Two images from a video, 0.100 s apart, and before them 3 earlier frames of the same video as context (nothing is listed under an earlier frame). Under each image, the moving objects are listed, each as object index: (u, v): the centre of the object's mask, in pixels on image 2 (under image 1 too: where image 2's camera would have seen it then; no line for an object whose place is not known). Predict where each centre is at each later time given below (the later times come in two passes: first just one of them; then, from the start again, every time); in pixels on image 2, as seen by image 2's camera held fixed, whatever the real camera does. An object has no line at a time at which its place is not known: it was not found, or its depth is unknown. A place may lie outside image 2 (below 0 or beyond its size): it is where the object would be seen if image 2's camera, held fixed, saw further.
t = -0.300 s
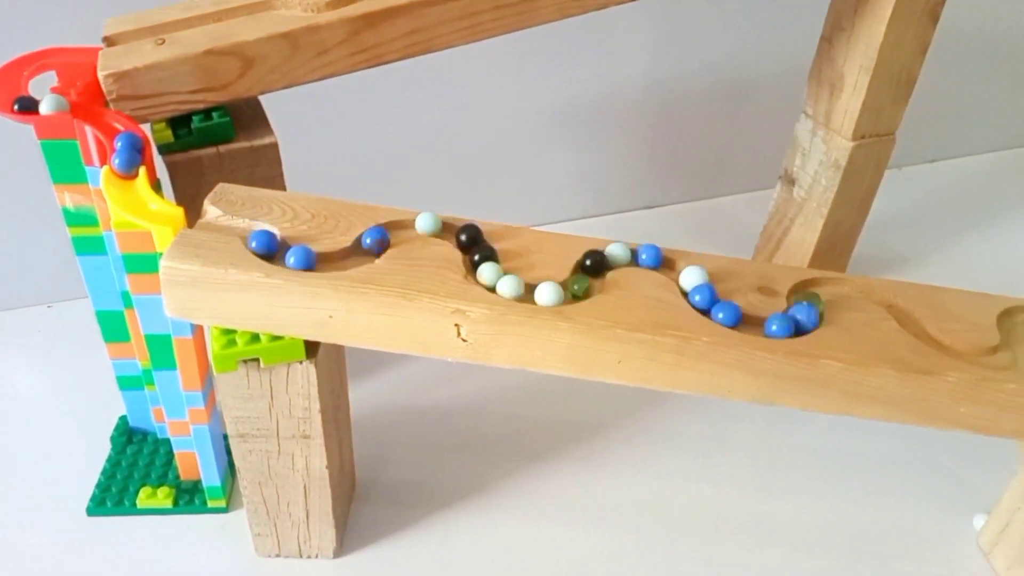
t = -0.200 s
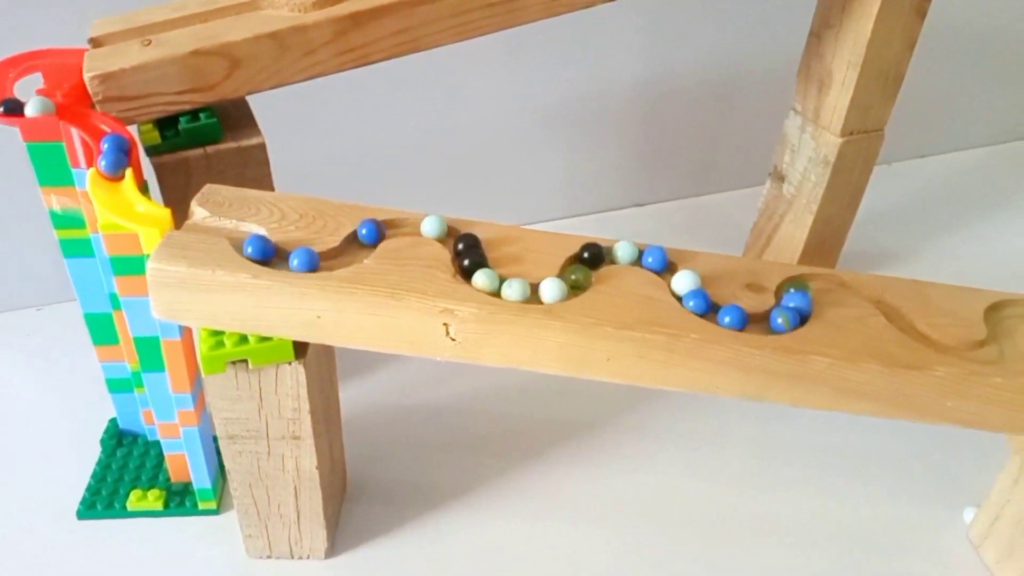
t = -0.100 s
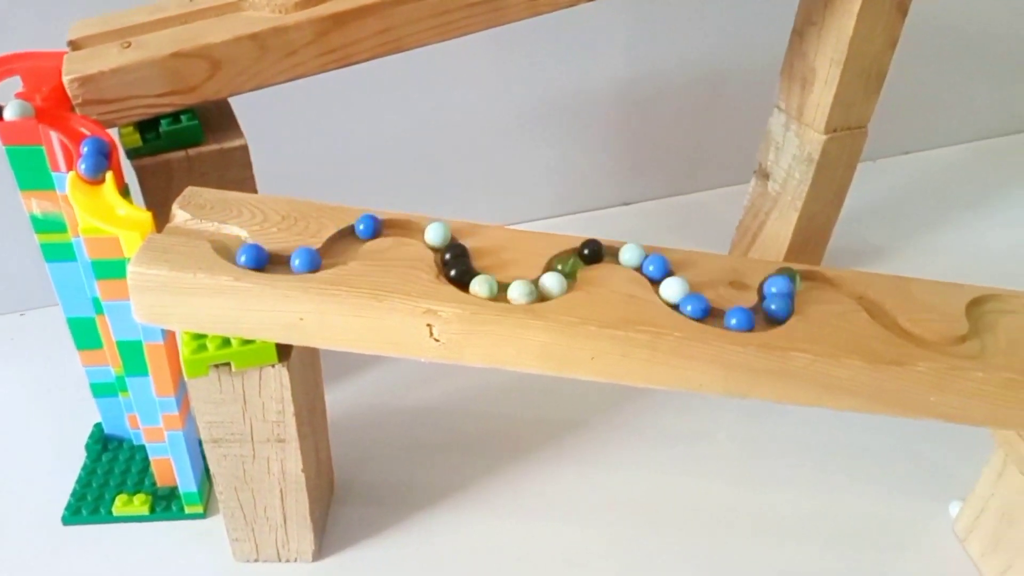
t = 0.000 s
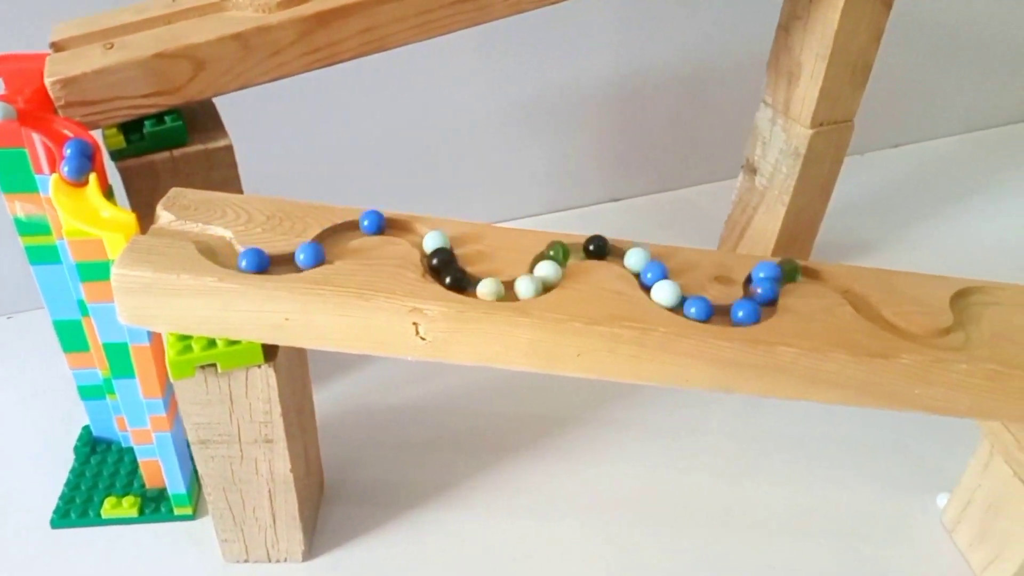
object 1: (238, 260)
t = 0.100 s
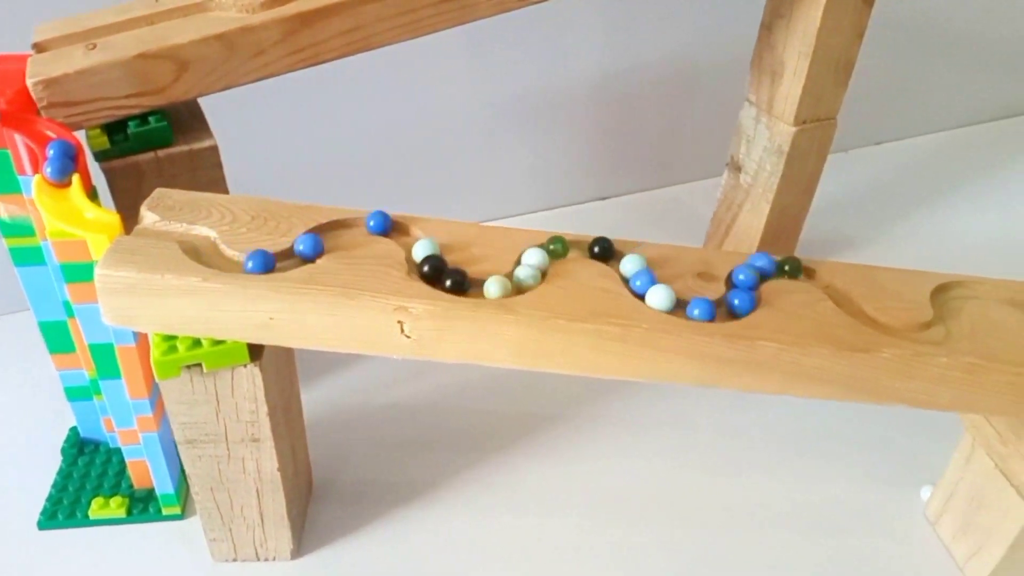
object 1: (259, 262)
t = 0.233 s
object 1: (288, 257)
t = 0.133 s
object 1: (267, 261)
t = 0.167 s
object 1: (274, 260)
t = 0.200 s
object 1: (279, 259)
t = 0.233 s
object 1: (288, 257)
